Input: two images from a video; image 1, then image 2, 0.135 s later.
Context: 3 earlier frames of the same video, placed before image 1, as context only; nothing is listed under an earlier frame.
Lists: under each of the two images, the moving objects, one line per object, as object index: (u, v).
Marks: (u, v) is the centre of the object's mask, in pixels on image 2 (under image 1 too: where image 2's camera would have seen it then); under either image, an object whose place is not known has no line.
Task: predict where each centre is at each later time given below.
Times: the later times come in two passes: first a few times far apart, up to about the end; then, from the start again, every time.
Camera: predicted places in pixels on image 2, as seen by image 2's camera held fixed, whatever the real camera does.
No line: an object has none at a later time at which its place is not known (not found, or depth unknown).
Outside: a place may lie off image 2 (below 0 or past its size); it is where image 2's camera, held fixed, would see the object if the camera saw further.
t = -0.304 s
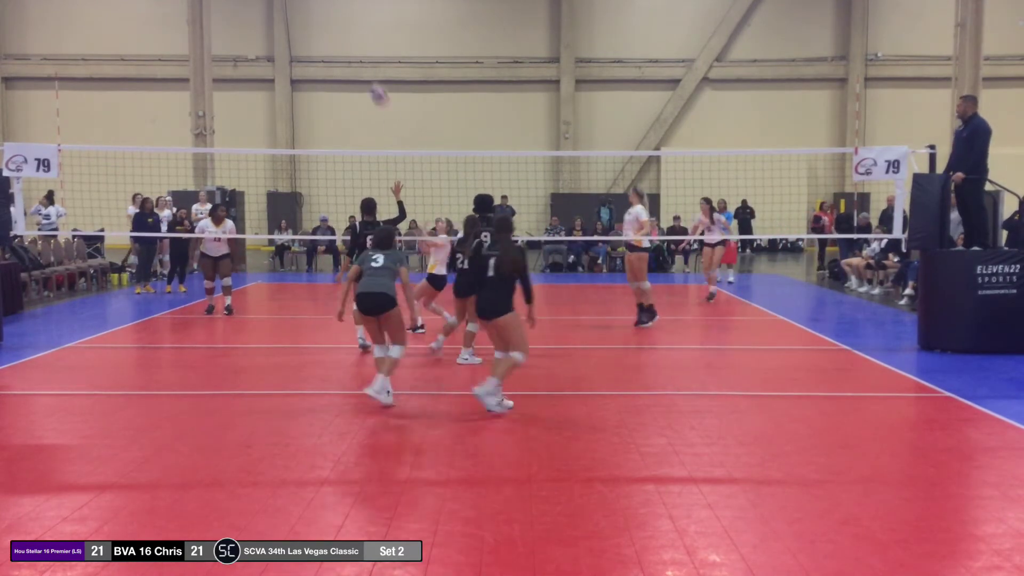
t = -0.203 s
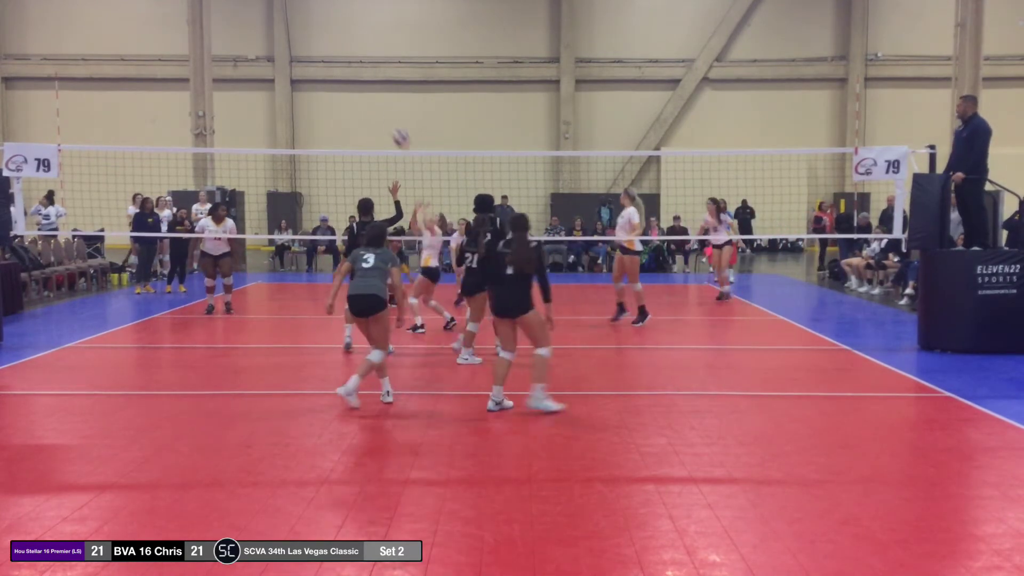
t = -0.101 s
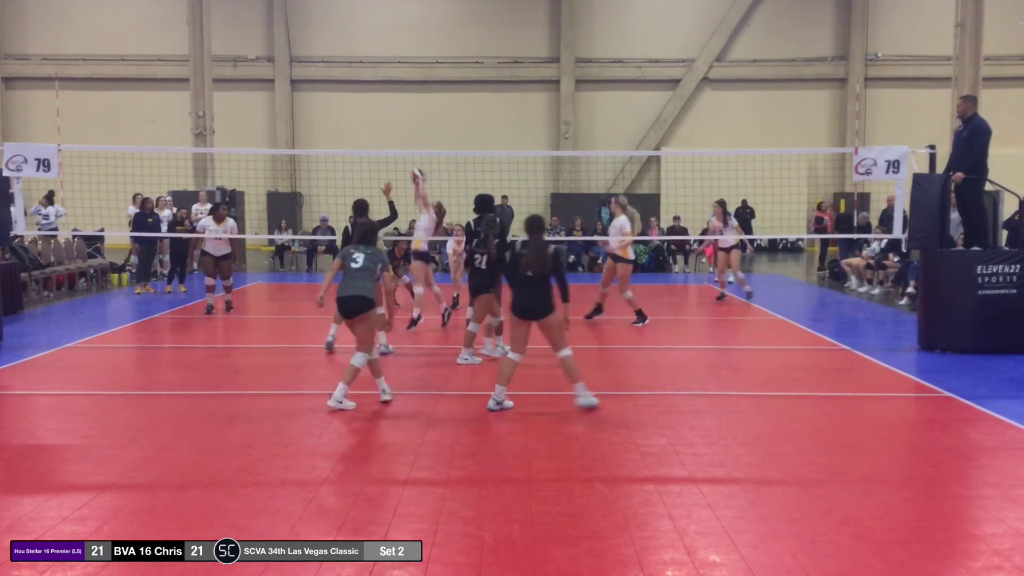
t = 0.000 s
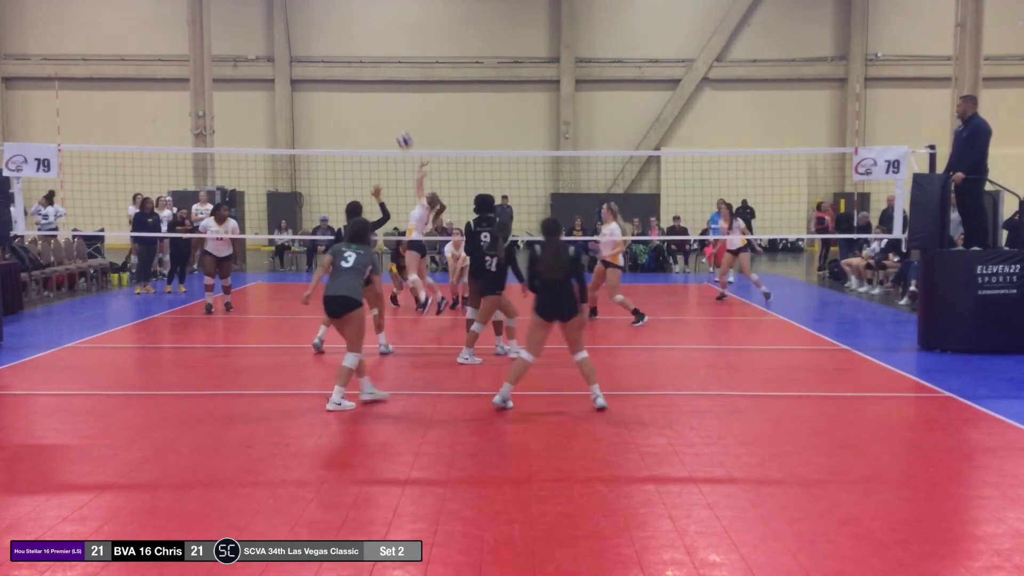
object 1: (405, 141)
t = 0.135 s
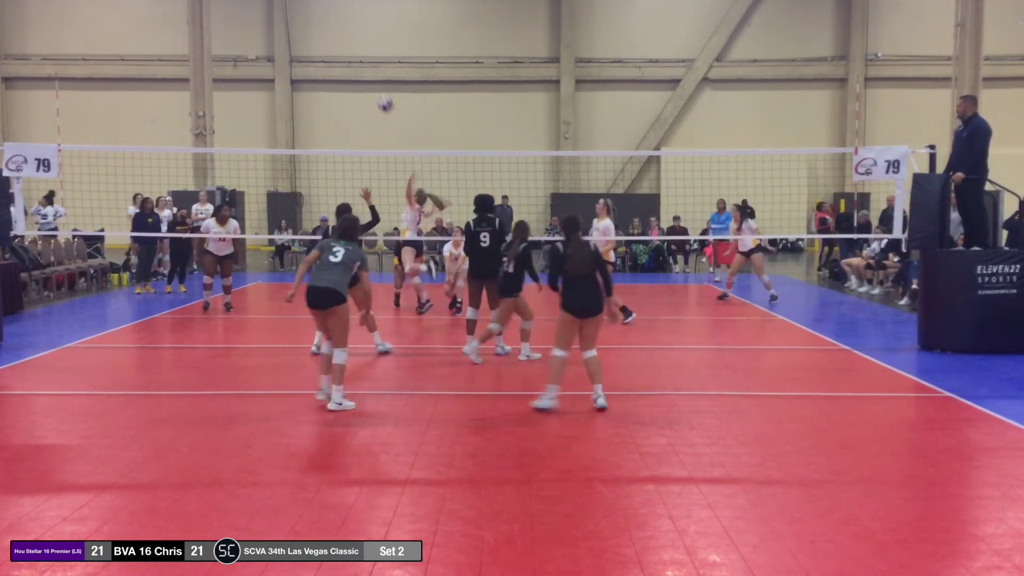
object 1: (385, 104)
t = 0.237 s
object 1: (372, 85)
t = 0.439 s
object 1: (347, 72)
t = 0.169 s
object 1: (381, 96)
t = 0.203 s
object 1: (376, 90)
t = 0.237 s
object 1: (372, 85)
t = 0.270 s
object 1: (368, 81)
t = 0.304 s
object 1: (364, 77)
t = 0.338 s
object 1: (359, 75)
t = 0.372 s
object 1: (355, 73)
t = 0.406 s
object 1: (351, 72)
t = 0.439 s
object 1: (347, 72)
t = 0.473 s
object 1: (343, 72)
